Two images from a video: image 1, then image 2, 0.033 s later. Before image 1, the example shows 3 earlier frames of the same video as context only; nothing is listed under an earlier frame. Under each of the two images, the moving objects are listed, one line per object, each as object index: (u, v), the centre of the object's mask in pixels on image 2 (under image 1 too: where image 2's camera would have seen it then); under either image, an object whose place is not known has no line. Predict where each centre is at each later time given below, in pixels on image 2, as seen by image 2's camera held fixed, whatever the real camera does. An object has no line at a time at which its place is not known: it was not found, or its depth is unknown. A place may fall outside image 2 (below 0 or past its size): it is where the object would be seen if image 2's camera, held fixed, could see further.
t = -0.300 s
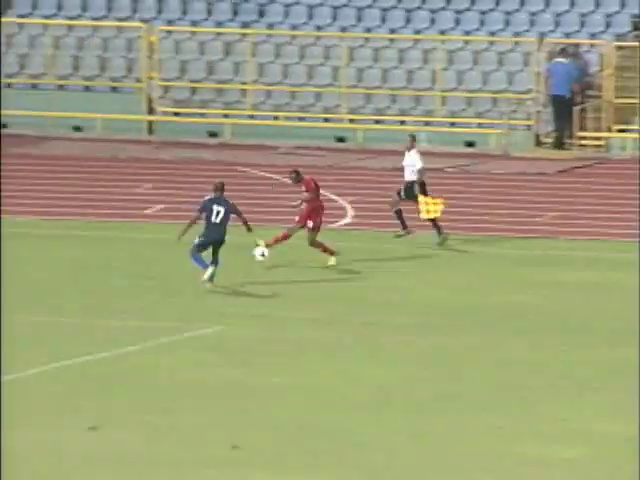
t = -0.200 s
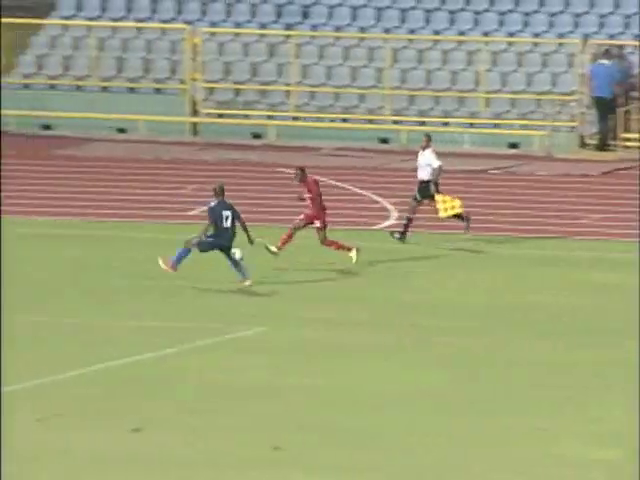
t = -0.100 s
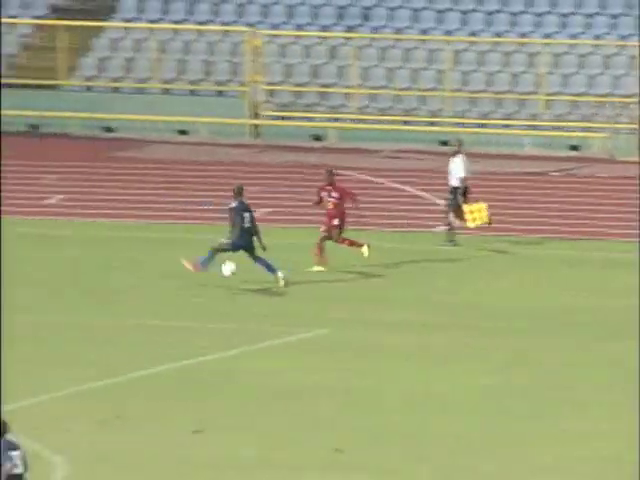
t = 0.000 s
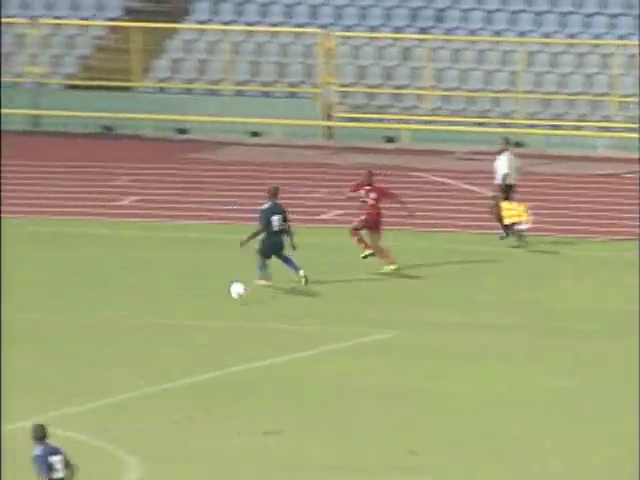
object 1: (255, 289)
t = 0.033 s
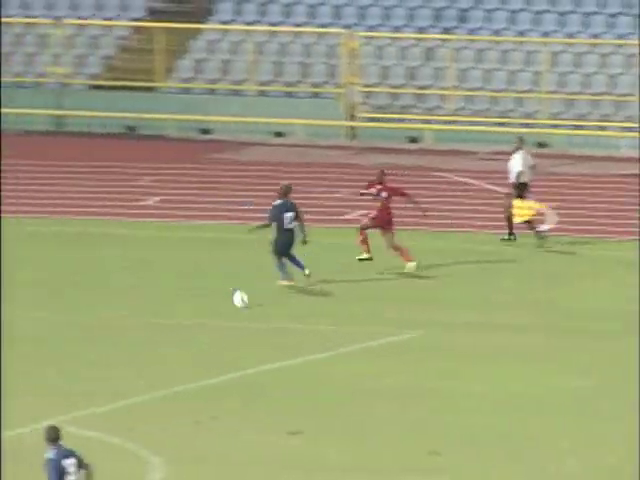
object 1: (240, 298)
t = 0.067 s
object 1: (222, 301)
